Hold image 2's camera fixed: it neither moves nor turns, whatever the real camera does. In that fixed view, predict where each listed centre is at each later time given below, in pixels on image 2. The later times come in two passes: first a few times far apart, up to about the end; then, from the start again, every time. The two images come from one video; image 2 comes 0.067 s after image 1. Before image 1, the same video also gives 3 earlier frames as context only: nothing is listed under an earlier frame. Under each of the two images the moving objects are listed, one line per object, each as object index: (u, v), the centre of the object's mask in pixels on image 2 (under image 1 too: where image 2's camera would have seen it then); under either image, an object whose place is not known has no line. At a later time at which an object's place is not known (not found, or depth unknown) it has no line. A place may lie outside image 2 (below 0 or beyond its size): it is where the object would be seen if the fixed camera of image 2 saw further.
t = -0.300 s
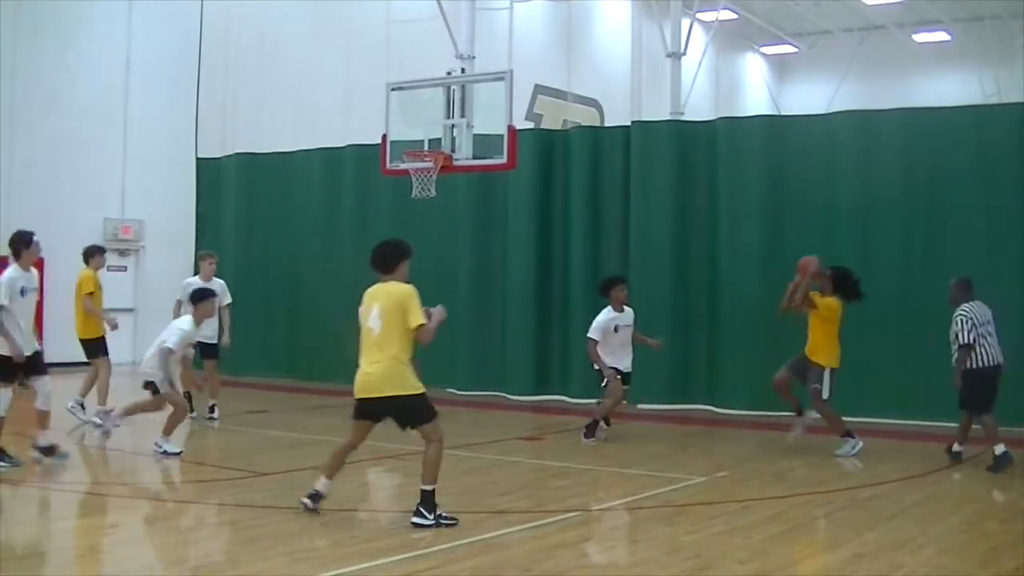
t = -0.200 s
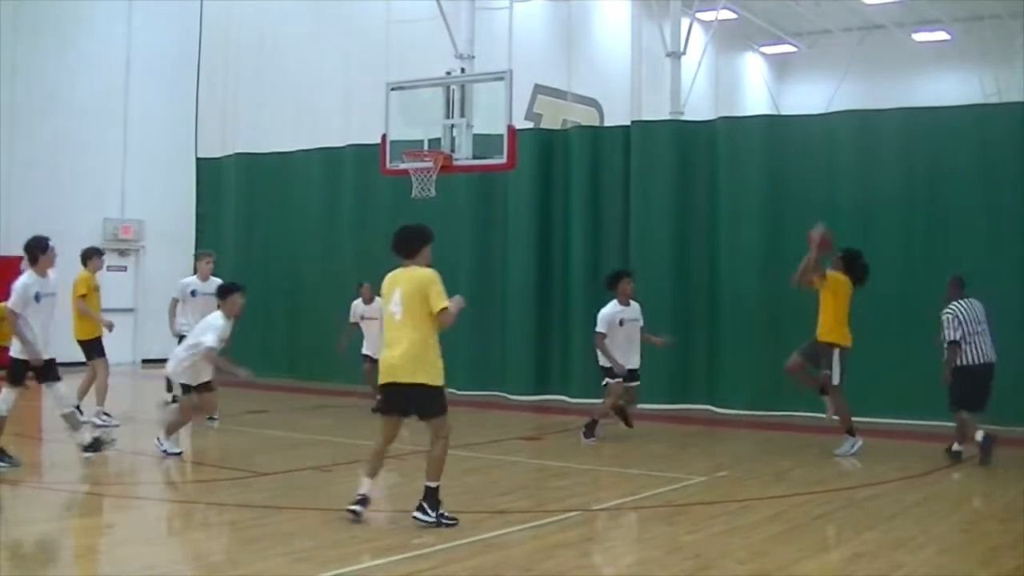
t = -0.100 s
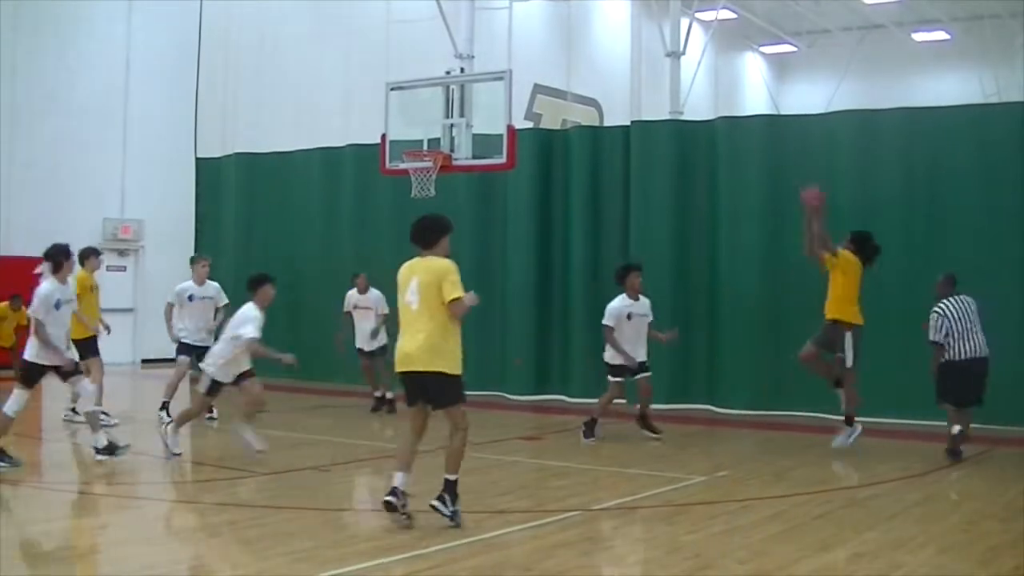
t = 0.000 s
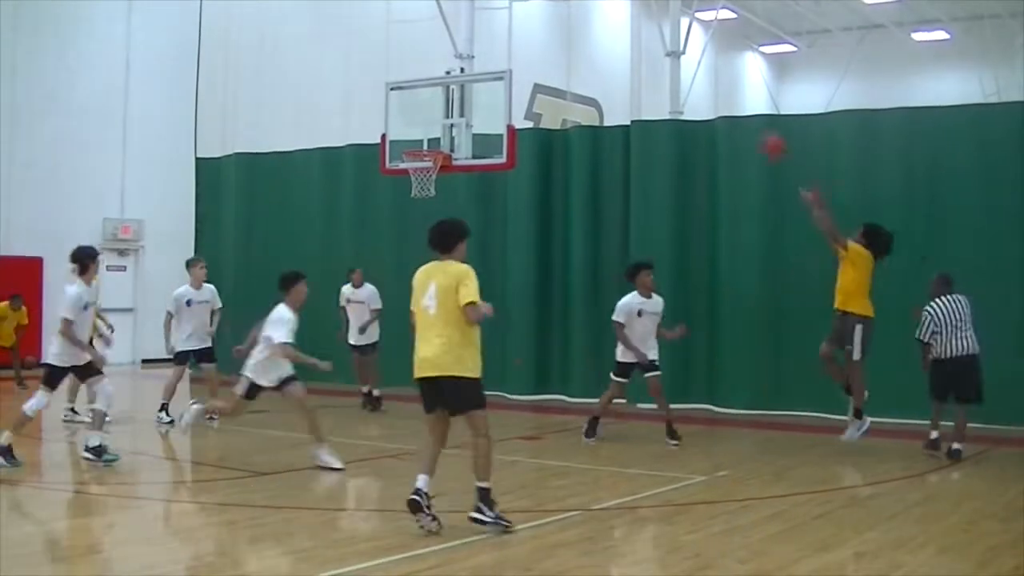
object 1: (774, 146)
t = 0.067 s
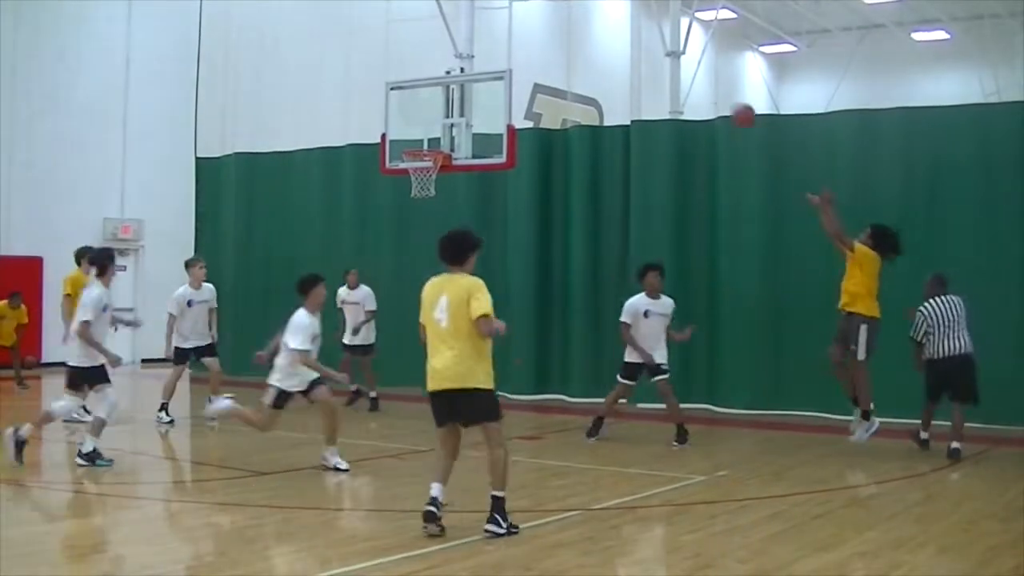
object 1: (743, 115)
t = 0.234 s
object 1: (674, 63)
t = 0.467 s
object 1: (586, 41)
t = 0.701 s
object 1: (506, 69)
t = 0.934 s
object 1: (433, 142)
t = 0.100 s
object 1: (729, 102)
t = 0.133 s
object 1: (715, 90)
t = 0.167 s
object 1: (701, 80)
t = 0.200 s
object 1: (688, 72)
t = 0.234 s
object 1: (674, 63)
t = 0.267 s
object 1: (662, 58)
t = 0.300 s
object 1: (649, 52)
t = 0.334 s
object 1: (636, 47)
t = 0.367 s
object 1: (624, 45)
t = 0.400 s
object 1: (611, 43)
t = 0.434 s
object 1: (598, 41)
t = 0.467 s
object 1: (586, 41)
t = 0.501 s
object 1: (575, 42)
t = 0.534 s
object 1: (562, 45)
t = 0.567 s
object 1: (551, 48)
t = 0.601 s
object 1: (539, 52)
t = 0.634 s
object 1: (528, 57)
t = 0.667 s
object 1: (517, 63)
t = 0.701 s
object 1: (506, 69)
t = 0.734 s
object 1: (495, 78)
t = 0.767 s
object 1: (484, 87)
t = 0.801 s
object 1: (474, 96)
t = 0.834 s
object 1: (464, 106)
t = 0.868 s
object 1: (453, 118)
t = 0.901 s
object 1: (442, 129)
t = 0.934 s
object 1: (433, 142)
